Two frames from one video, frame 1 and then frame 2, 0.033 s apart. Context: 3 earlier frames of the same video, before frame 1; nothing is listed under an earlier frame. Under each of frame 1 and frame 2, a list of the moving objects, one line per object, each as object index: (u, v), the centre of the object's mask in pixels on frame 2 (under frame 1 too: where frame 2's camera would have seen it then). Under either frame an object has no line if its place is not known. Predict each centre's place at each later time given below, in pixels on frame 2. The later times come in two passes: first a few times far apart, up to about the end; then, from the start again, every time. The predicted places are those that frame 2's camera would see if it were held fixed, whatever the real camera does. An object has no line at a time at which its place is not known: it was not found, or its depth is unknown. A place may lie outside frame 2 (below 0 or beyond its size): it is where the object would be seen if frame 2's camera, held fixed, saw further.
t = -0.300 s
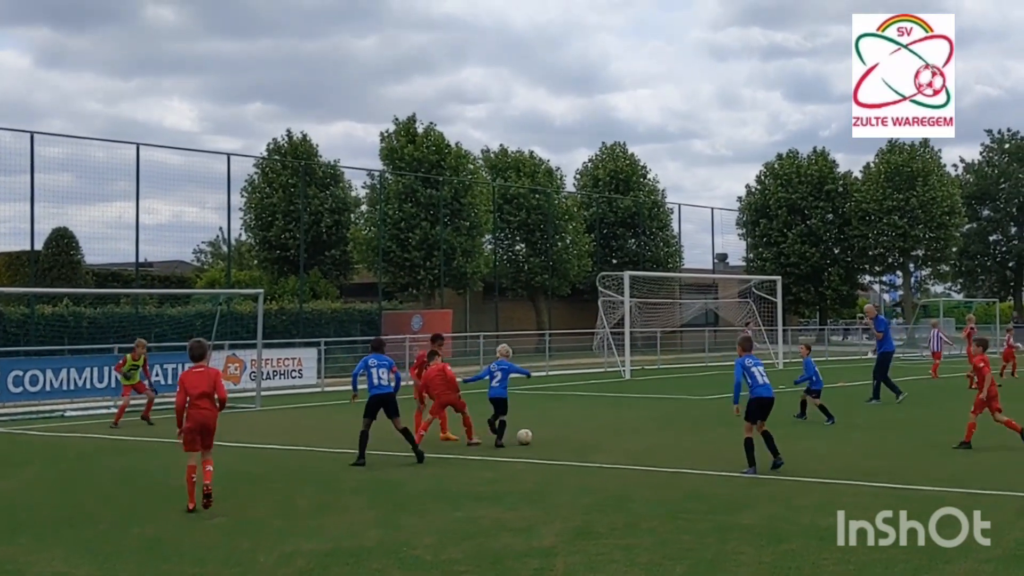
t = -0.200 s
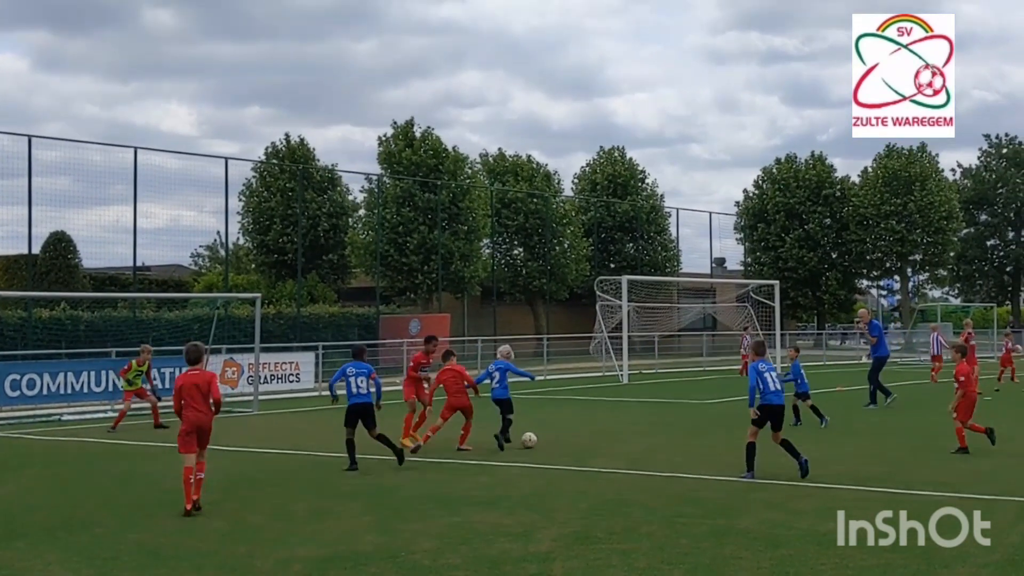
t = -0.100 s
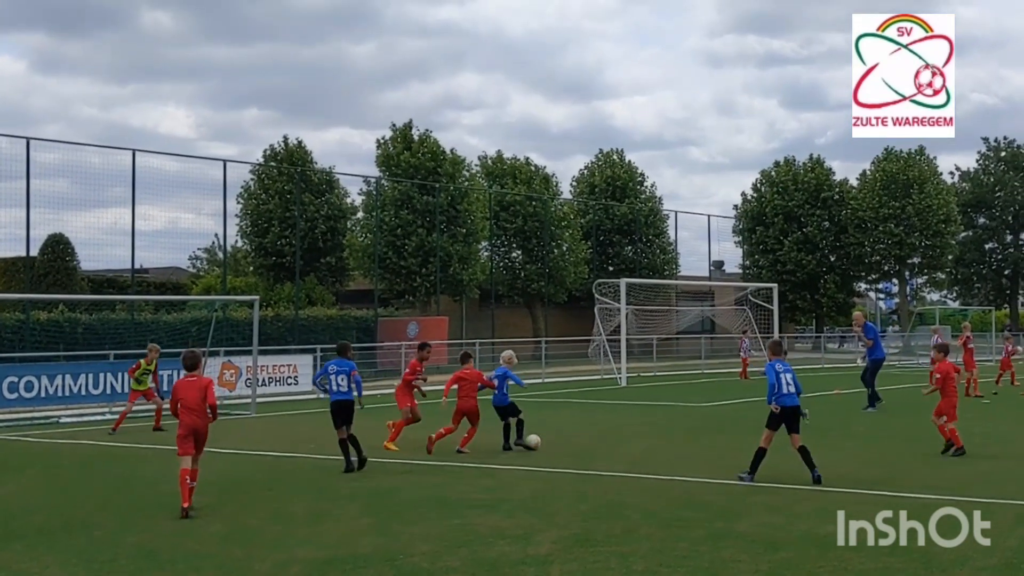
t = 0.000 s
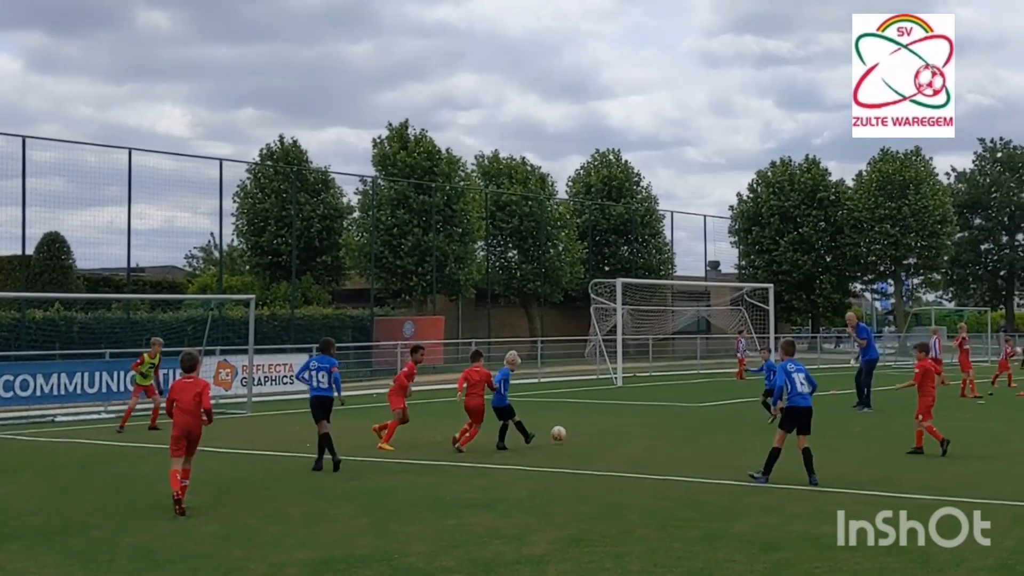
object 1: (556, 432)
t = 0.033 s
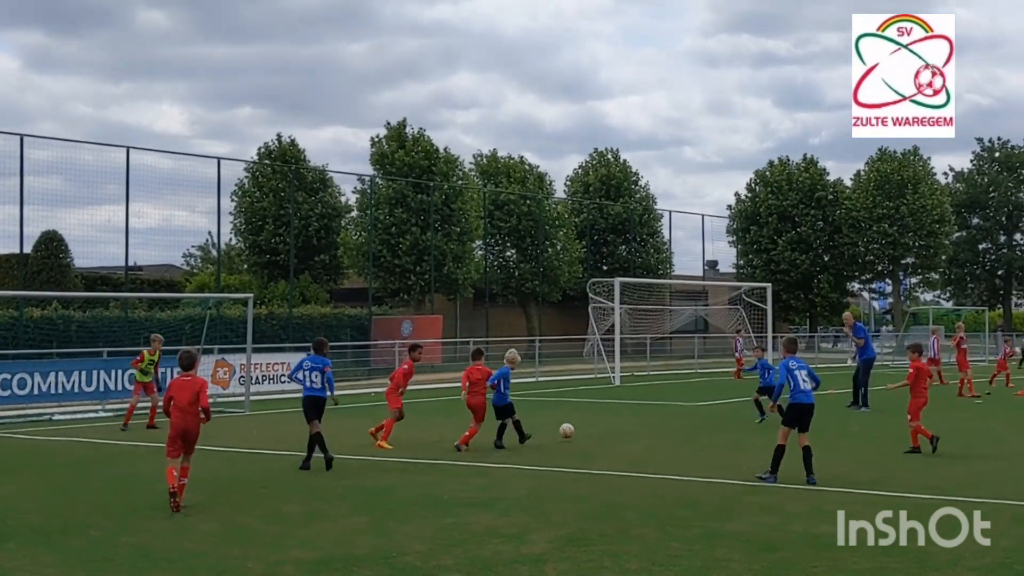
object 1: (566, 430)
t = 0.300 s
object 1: (630, 421)
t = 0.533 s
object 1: (662, 416)
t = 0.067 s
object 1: (576, 429)
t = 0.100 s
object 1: (586, 429)
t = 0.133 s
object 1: (595, 430)
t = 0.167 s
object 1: (603, 427)
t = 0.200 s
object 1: (610, 424)
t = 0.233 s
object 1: (616, 422)
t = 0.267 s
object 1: (623, 421)
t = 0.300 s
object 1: (630, 421)
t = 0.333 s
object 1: (636, 422)
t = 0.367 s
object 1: (641, 421)
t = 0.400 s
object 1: (646, 419)
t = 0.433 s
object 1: (650, 417)
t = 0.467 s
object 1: (654, 416)
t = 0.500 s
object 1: (658, 415)
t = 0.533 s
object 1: (662, 416)
